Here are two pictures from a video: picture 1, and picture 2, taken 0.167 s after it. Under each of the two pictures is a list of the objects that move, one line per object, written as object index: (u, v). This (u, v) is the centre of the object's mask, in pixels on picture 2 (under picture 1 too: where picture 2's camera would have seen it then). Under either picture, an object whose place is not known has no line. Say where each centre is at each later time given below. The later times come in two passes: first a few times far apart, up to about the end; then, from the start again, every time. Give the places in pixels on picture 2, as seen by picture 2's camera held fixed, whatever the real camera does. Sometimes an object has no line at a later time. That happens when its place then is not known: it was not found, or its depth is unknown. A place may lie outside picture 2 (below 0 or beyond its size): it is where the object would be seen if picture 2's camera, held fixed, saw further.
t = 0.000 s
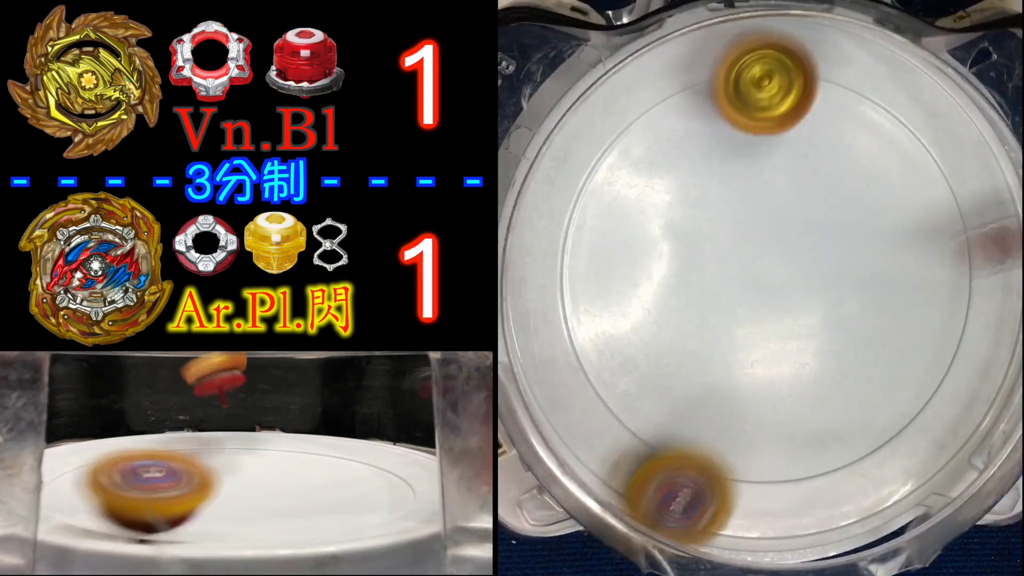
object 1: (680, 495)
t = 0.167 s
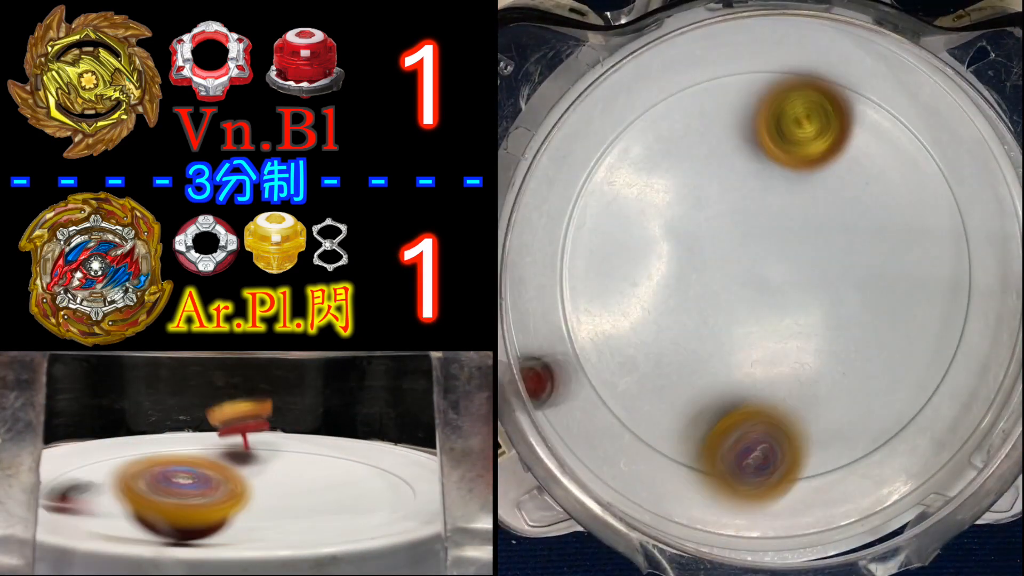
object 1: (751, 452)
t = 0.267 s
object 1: (834, 361)
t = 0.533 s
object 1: (929, 268)
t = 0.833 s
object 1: (979, 319)
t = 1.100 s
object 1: (846, 381)
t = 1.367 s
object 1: (679, 295)
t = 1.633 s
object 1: (709, 302)
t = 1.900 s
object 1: (830, 411)
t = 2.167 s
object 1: (897, 357)
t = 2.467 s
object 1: (807, 312)
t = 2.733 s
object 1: (806, 368)
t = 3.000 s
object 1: (771, 348)
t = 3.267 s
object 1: (730, 329)
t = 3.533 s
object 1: (714, 324)
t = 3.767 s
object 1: (715, 304)
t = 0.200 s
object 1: (776, 427)
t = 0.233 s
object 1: (803, 396)
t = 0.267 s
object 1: (834, 361)
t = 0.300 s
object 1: (863, 325)
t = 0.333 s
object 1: (900, 319)
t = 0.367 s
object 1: (947, 334)
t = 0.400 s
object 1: (988, 346)
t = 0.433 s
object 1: (983, 332)
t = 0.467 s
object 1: (970, 313)
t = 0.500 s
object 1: (950, 291)
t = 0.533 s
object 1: (929, 268)
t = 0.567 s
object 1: (908, 243)
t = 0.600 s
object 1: (885, 216)
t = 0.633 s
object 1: (862, 195)
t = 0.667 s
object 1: (839, 177)
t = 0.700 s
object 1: (864, 196)
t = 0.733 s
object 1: (904, 228)
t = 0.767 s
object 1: (940, 260)
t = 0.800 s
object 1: (969, 291)
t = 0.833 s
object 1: (979, 319)
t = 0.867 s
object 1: (984, 345)
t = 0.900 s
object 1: (977, 361)
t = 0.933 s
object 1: (966, 373)
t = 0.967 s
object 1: (948, 382)
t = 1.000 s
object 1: (925, 388)
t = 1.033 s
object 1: (899, 388)
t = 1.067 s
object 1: (872, 386)
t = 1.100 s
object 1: (846, 381)
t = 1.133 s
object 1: (818, 374)
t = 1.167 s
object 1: (790, 364)
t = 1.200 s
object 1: (765, 353)
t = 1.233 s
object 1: (741, 340)
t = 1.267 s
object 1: (721, 328)
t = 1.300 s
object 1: (703, 316)
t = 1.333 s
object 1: (690, 305)
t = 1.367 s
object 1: (679, 295)
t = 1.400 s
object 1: (673, 287)
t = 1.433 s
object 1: (670, 281)
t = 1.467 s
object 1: (670, 278)
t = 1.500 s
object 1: (673, 276)
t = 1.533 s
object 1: (679, 277)
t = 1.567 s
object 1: (688, 282)
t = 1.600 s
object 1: (698, 289)
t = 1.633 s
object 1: (709, 302)
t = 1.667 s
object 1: (721, 316)
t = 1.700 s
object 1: (732, 332)
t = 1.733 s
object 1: (744, 349)
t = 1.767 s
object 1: (759, 365)
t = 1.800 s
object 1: (775, 380)
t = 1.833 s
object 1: (792, 394)
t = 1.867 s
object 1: (811, 404)
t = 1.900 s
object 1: (830, 411)
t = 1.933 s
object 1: (847, 414)
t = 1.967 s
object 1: (864, 414)
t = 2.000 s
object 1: (879, 410)
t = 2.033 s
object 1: (890, 404)
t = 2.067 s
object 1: (898, 395)
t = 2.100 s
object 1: (901, 384)
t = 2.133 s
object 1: (900, 370)
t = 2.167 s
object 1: (897, 357)
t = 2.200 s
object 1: (889, 346)
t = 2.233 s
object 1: (881, 335)
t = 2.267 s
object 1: (870, 325)
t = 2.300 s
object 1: (859, 317)
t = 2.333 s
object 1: (847, 310)
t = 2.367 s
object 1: (835, 305)
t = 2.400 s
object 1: (822, 301)
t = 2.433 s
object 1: (809, 301)
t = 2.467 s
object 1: (807, 312)
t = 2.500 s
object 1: (810, 327)
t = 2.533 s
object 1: (810, 339)
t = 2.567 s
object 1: (810, 349)
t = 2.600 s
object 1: (809, 357)
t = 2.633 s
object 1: (808, 362)
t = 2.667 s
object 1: (808, 365)
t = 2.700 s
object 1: (807, 367)
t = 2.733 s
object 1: (806, 368)
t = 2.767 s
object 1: (803, 367)
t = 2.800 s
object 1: (801, 366)
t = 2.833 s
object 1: (797, 364)
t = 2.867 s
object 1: (793, 362)
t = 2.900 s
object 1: (789, 359)
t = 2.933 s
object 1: (783, 356)
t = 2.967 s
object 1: (778, 352)
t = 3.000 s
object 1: (771, 348)
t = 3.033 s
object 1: (766, 344)
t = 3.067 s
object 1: (761, 341)
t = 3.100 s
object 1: (755, 338)
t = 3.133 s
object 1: (749, 335)
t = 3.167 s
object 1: (744, 333)
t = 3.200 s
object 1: (739, 331)
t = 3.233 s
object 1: (734, 329)
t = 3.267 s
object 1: (730, 329)
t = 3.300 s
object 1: (727, 328)
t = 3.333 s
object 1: (724, 329)
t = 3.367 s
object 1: (722, 329)
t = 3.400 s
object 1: (720, 328)
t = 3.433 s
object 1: (718, 327)
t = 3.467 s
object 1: (717, 326)
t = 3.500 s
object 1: (715, 325)
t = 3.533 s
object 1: (714, 324)
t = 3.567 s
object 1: (713, 323)
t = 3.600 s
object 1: (713, 320)
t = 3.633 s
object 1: (714, 317)
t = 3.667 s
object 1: (714, 314)
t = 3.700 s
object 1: (715, 310)
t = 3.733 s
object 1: (715, 307)
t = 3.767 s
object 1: (715, 304)
